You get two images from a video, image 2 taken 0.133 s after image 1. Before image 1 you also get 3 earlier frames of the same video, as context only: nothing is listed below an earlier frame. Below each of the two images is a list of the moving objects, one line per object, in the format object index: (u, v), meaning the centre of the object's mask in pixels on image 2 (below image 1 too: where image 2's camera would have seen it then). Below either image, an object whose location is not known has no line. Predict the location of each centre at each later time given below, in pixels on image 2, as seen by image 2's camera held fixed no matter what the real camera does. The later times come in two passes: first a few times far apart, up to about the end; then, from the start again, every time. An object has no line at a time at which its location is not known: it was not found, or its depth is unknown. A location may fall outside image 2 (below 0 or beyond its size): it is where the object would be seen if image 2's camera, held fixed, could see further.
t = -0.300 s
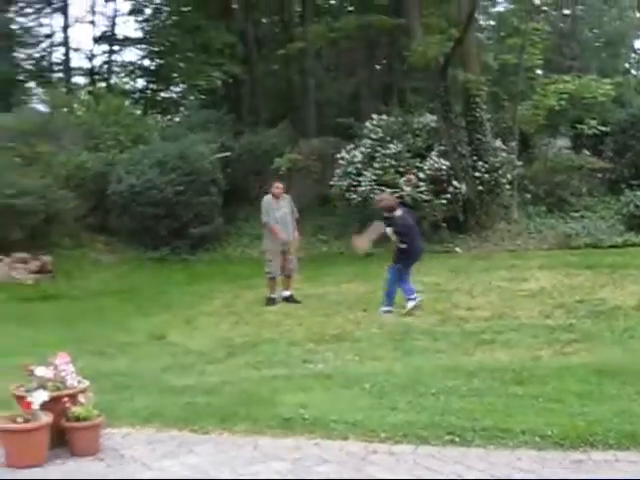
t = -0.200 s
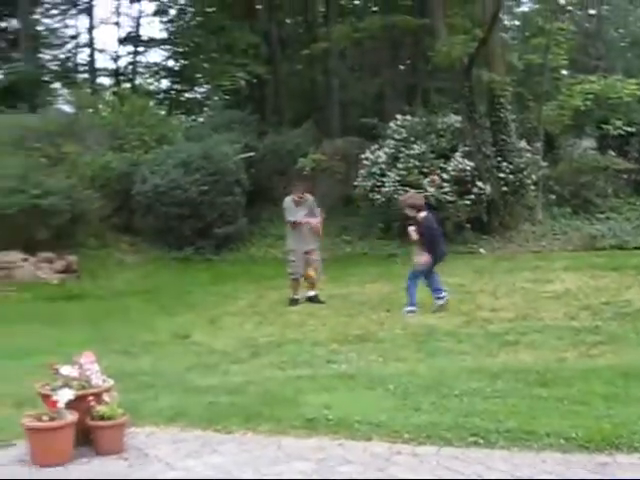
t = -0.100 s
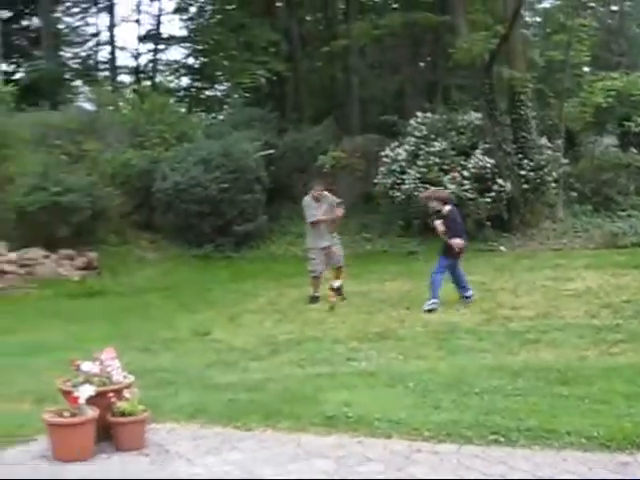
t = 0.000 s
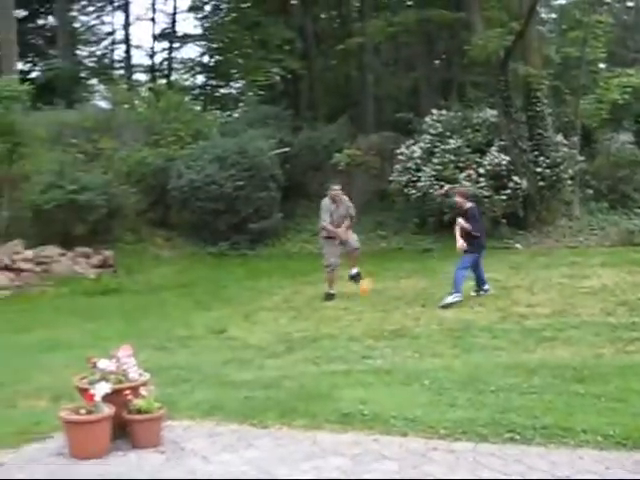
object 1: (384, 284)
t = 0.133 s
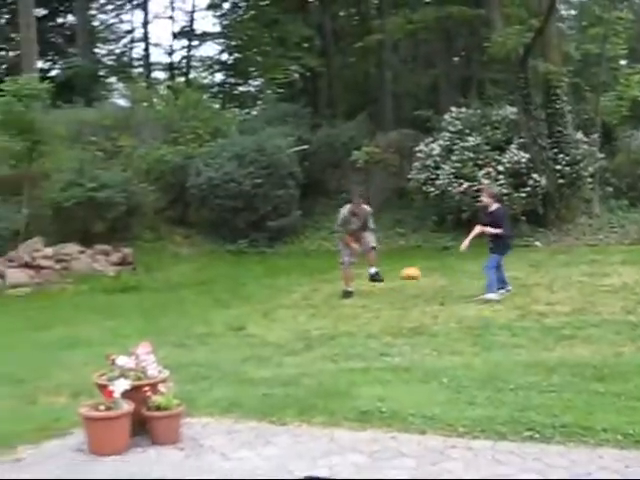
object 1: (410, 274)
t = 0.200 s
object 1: (422, 272)
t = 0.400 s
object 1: (464, 296)
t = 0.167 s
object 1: (416, 272)
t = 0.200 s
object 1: (422, 272)
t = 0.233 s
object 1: (429, 275)
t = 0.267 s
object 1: (437, 277)
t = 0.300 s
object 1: (444, 280)
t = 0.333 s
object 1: (450, 285)
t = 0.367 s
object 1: (456, 289)
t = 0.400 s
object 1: (464, 296)
